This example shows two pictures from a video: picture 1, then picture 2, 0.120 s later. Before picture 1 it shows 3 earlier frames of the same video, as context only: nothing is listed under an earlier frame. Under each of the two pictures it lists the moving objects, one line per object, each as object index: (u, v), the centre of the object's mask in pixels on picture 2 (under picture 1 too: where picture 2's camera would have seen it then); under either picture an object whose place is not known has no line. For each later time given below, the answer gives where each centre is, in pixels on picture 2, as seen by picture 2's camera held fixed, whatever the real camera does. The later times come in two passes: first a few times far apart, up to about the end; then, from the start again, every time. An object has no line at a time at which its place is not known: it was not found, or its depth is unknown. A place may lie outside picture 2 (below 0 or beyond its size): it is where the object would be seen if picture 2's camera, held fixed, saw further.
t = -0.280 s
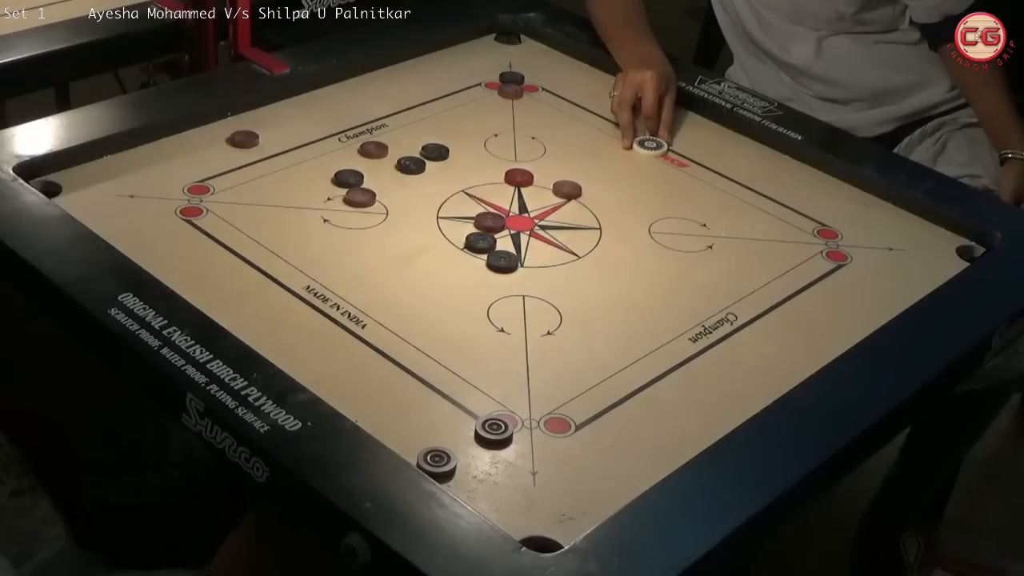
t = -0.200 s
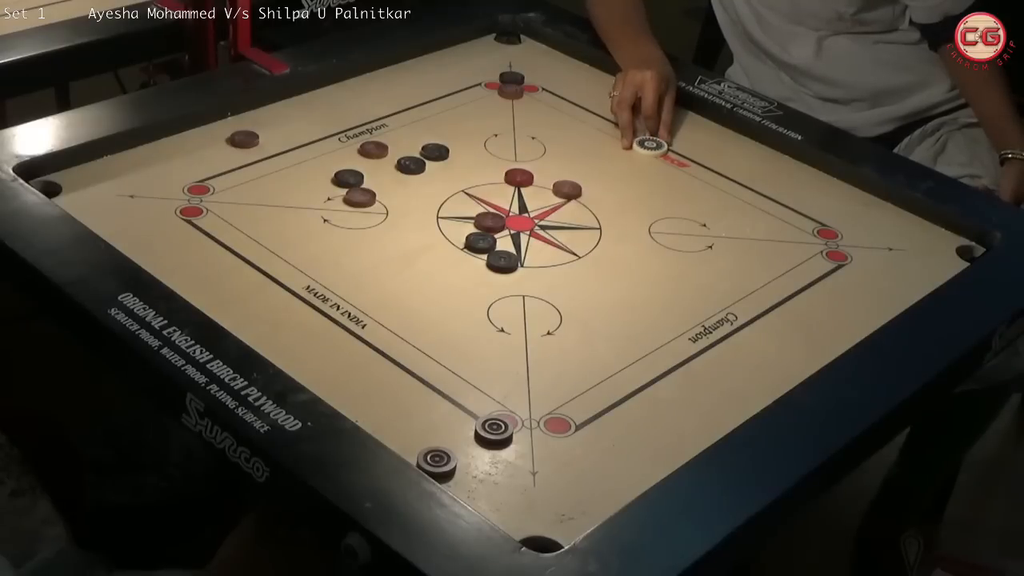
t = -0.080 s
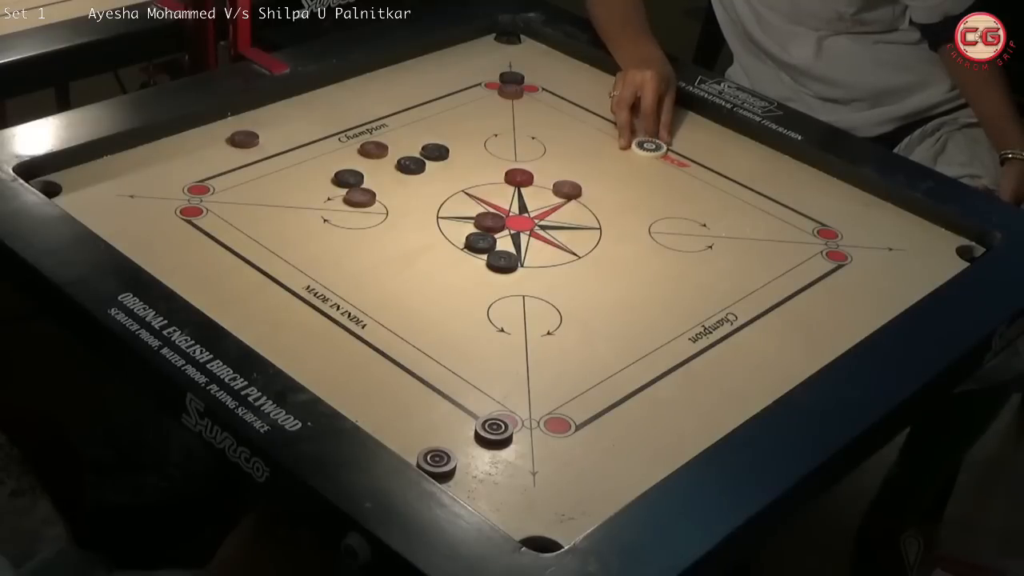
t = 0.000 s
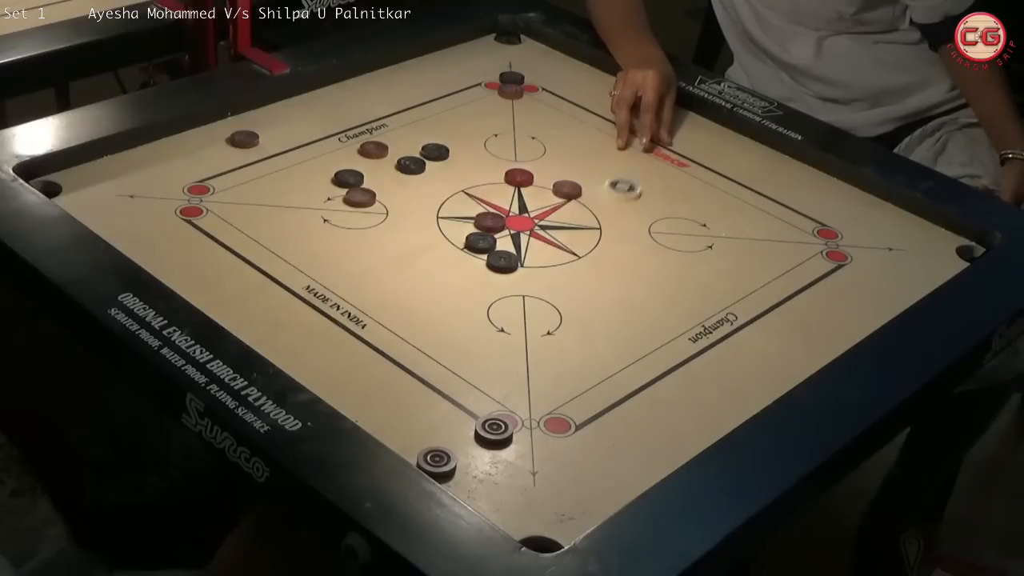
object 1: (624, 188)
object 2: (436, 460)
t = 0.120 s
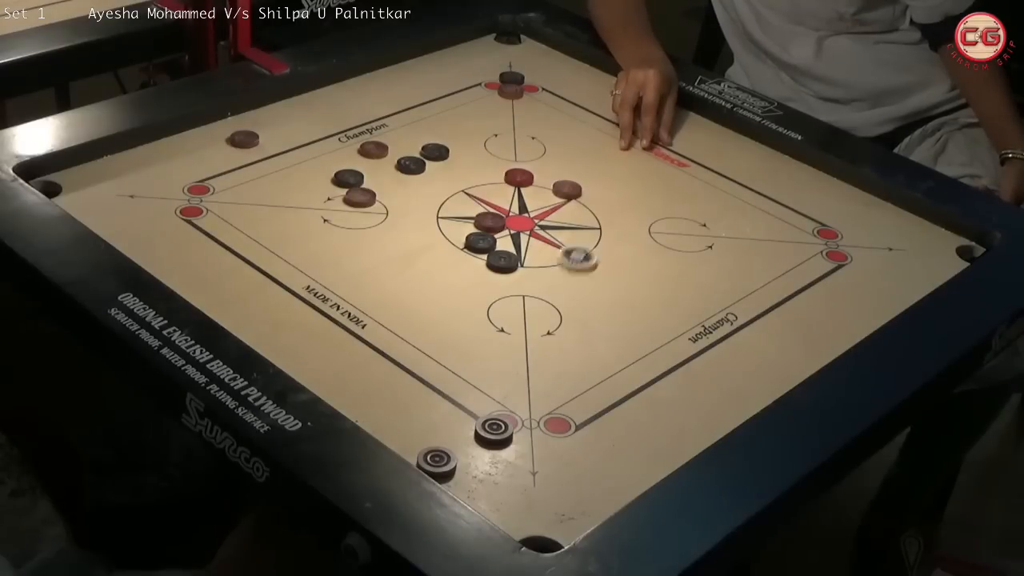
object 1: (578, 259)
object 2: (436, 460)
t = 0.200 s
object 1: (546, 308)
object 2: (436, 460)
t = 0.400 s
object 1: (460, 423)
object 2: (437, 460)
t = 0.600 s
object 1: (405, 445)
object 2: (484, 473)
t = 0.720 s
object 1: (407, 438)
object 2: (508, 471)
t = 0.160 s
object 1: (562, 283)
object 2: (436, 460)
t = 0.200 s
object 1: (546, 308)
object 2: (436, 460)
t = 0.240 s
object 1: (529, 334)
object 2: (436, 460)
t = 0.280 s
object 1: (513, 360)
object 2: (436, 460)
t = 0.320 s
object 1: (496, 387)
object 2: (436, 460)
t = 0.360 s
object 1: (477, 409)
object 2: (436, 460)
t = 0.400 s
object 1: (460, 423)
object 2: (437, 460)
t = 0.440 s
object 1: (443, 432)
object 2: (437, 461)
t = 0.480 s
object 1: (428, 440)
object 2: (439, 474)
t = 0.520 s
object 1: (417, 443)
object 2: (453, 475)
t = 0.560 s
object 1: (410, 444)
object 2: (471, 474)
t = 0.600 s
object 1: (405, 445)
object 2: (484, 473)
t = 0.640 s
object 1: (405, 442)
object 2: (495, 471)
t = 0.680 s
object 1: (406, 439)
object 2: (503, 471)
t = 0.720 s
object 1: (407, 438)
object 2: (508, 471)
